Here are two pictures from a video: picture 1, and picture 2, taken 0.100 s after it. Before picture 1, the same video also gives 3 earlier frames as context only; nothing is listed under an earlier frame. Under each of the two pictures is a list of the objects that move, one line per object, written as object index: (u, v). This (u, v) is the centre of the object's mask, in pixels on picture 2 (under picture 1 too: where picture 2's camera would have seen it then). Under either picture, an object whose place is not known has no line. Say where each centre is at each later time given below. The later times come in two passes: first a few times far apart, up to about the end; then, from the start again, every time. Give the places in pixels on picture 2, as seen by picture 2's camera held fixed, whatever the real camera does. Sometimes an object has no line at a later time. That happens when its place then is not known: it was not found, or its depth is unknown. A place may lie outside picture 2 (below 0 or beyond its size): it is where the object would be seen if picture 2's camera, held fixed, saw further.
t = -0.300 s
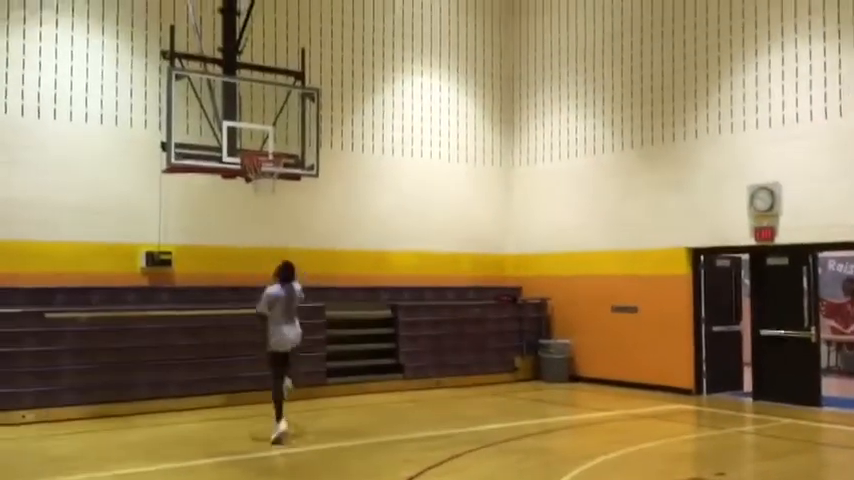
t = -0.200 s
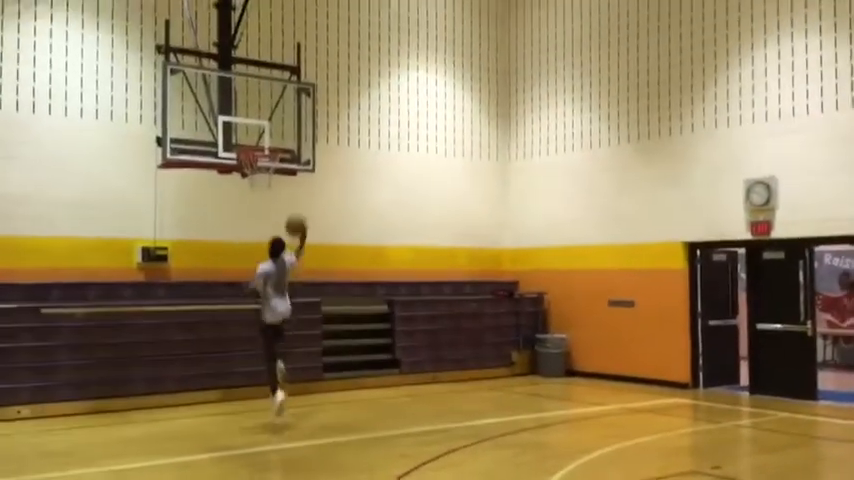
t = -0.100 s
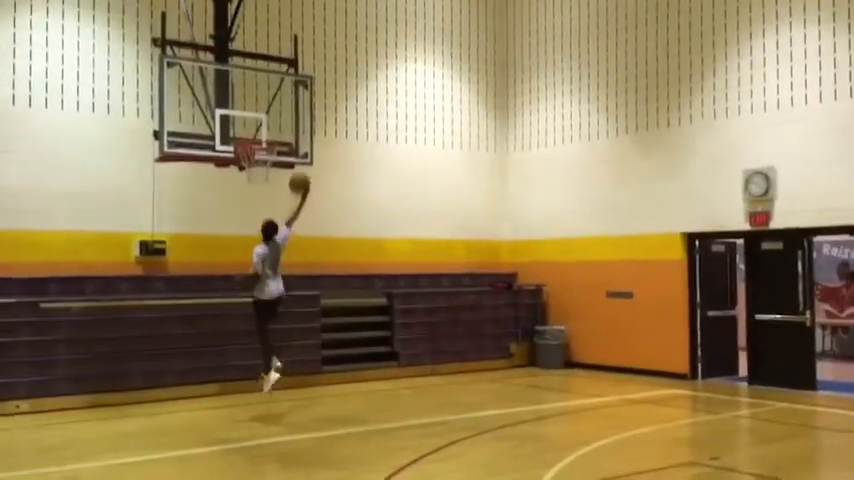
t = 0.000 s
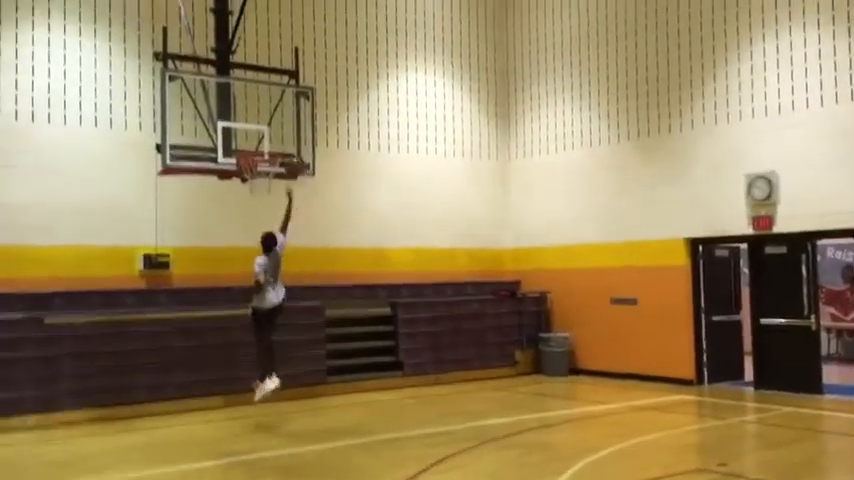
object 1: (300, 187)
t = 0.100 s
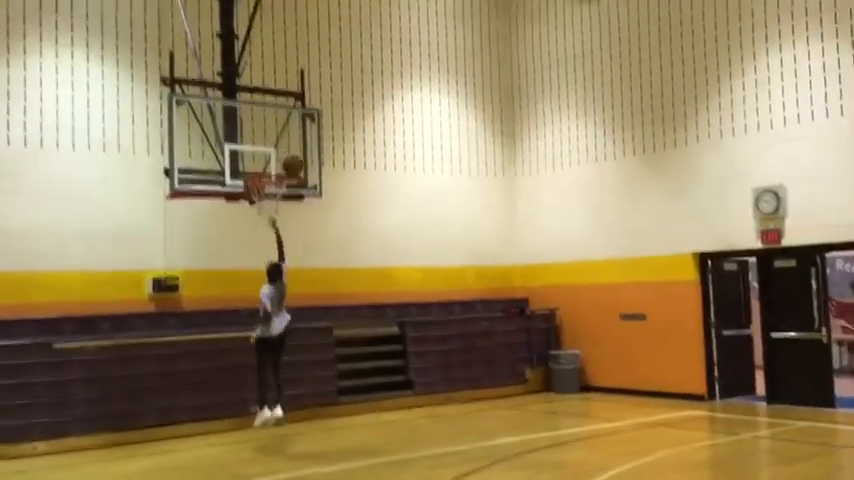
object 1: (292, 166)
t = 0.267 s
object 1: (284, 152)
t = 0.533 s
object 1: (274, 164)
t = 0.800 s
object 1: (267, 180)
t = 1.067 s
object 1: (260, 221)
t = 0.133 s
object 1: (289, 160)
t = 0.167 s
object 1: (286, 156)
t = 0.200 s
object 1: (285, 153)
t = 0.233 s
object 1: (284, 153)
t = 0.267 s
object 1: (284, 152)
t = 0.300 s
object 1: (282, 153)
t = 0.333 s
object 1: (281, 154)
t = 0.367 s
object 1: (280, 156)
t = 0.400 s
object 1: (278, 160)
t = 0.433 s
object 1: (277, 164)
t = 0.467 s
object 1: (277, 167)
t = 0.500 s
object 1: (277, 166)
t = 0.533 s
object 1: (274, 164)
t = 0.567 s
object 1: (273, 163)
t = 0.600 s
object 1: (271, 163)
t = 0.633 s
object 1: (270, 163)
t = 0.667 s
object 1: (269, 163)
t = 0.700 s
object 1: (267, 164)
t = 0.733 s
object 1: (266, 167)
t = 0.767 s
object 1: (264, 169)
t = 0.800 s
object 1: (267, 180)
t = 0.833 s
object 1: (265, 187)
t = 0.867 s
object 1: (260, 192)
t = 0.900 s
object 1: (260, 201)
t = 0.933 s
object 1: (258, 205)
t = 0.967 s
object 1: (257, 209)
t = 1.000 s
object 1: (258, 212)
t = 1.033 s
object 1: (259, 215)
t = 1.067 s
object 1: (260, 221)
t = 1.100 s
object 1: (260, 227)
